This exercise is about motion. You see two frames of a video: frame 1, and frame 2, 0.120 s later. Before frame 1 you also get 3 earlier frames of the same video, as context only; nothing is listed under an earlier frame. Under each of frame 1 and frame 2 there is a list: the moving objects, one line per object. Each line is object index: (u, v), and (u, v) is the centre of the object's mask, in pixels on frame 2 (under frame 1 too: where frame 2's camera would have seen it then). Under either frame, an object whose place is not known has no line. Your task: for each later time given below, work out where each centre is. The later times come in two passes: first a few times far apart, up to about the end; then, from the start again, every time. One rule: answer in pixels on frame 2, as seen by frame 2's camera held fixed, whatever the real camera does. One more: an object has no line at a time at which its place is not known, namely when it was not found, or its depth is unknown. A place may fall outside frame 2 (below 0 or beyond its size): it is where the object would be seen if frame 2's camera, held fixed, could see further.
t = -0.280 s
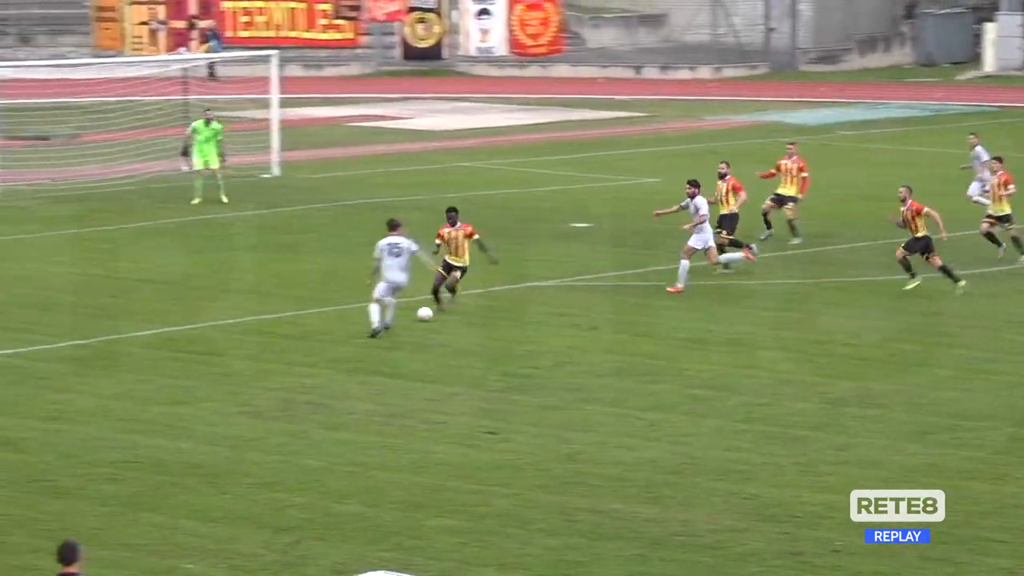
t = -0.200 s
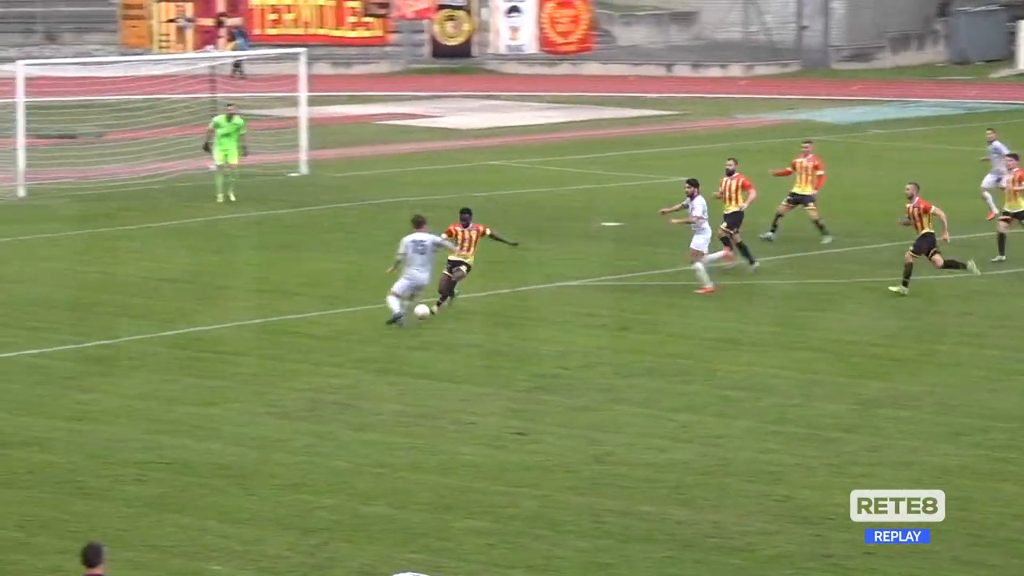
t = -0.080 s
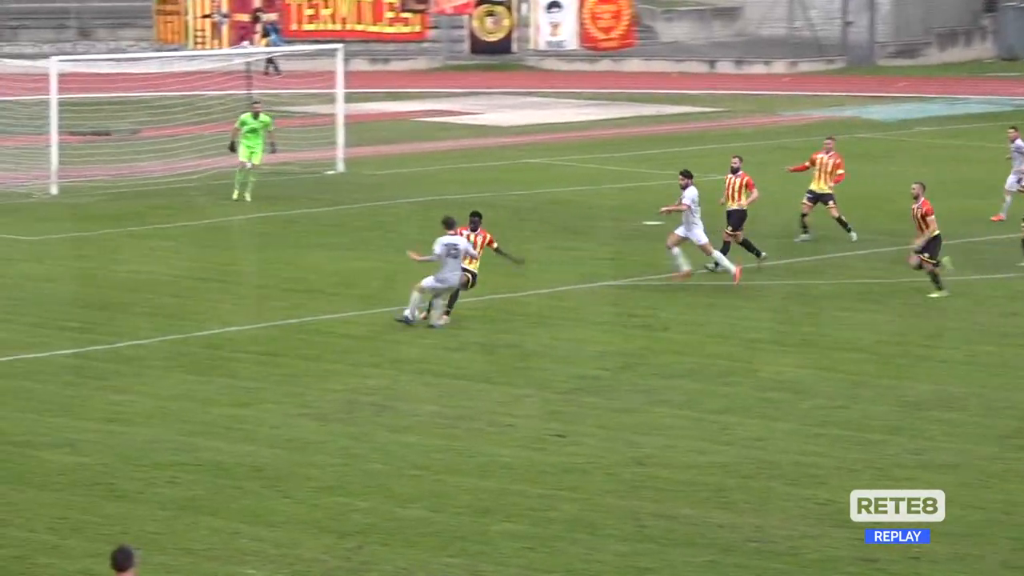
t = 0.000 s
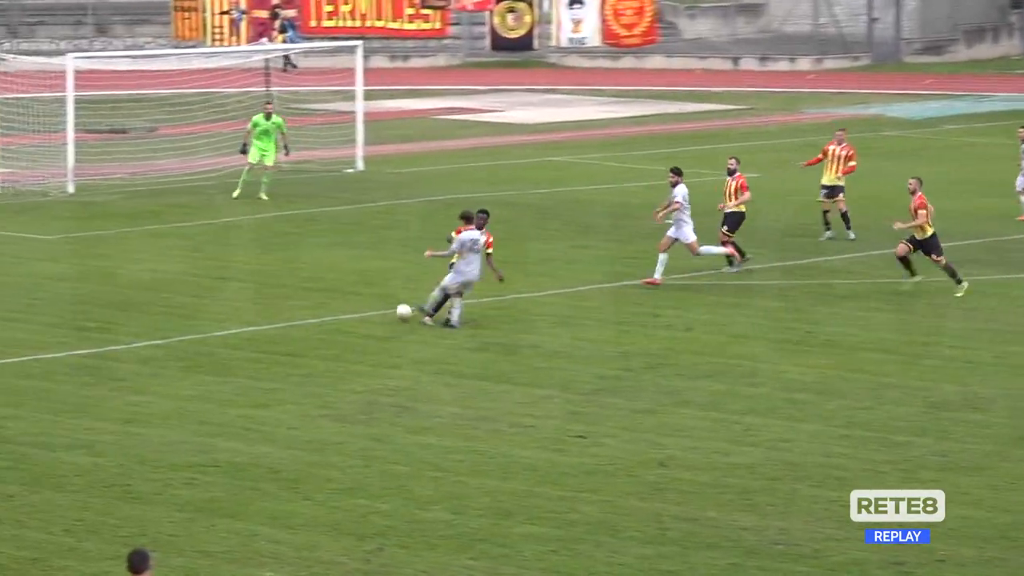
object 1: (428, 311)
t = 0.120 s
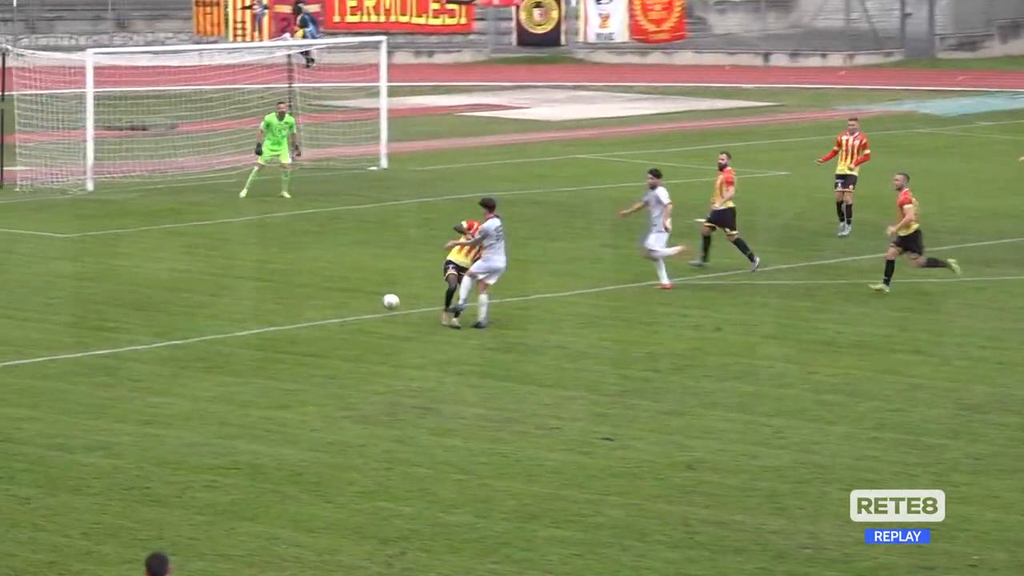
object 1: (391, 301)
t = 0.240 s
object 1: (354, 302)
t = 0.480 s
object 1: (285, 291)
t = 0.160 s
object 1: (378, 300)
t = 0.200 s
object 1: (366, 301)
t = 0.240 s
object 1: (354, 302)
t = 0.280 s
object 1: (342, 301)
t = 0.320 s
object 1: (331, 299)
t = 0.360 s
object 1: (318, 297)
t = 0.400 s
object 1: (307, 297)
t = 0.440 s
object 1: (296, 294)
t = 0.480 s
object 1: (285, 291)
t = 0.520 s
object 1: (273, 290)
